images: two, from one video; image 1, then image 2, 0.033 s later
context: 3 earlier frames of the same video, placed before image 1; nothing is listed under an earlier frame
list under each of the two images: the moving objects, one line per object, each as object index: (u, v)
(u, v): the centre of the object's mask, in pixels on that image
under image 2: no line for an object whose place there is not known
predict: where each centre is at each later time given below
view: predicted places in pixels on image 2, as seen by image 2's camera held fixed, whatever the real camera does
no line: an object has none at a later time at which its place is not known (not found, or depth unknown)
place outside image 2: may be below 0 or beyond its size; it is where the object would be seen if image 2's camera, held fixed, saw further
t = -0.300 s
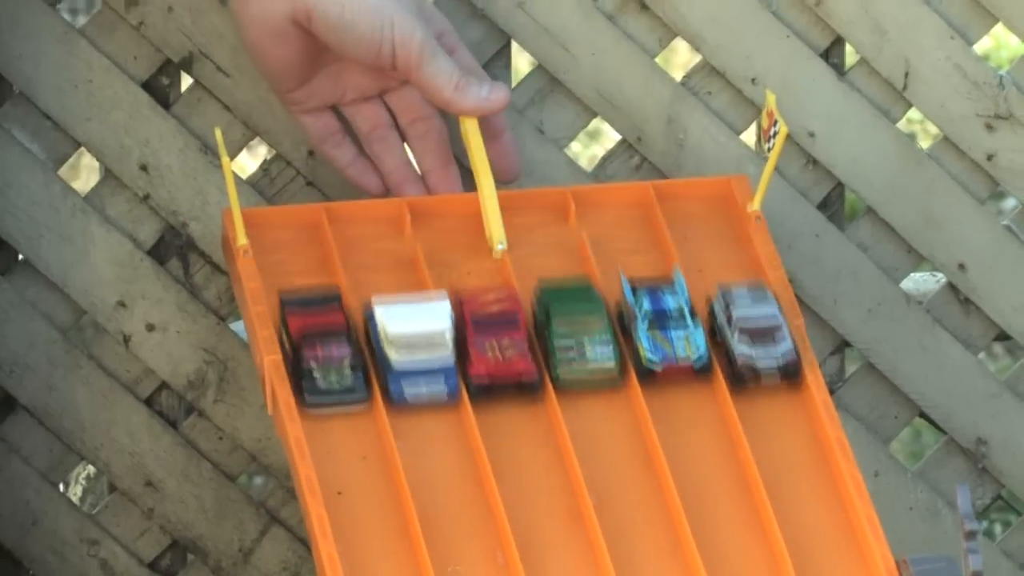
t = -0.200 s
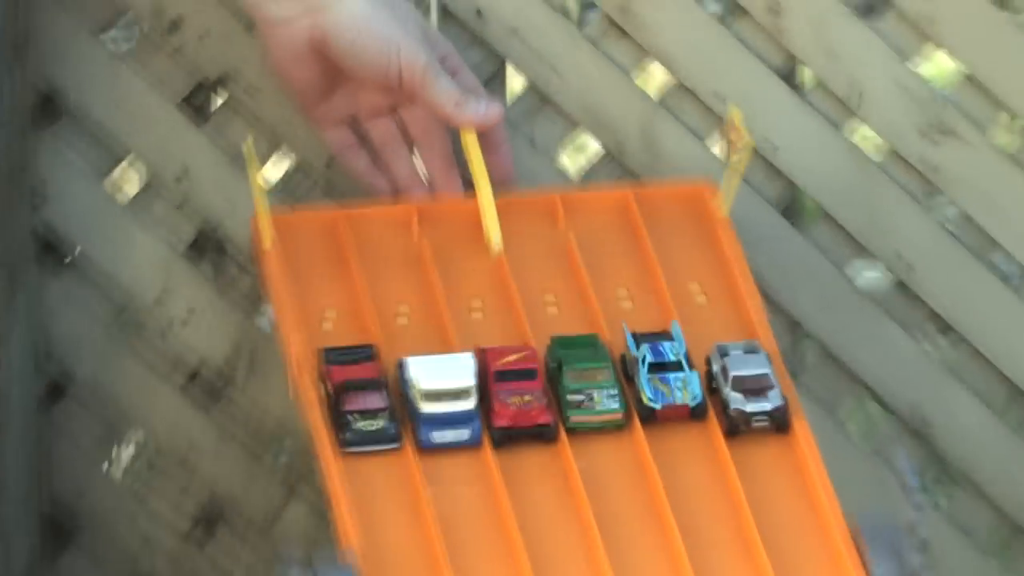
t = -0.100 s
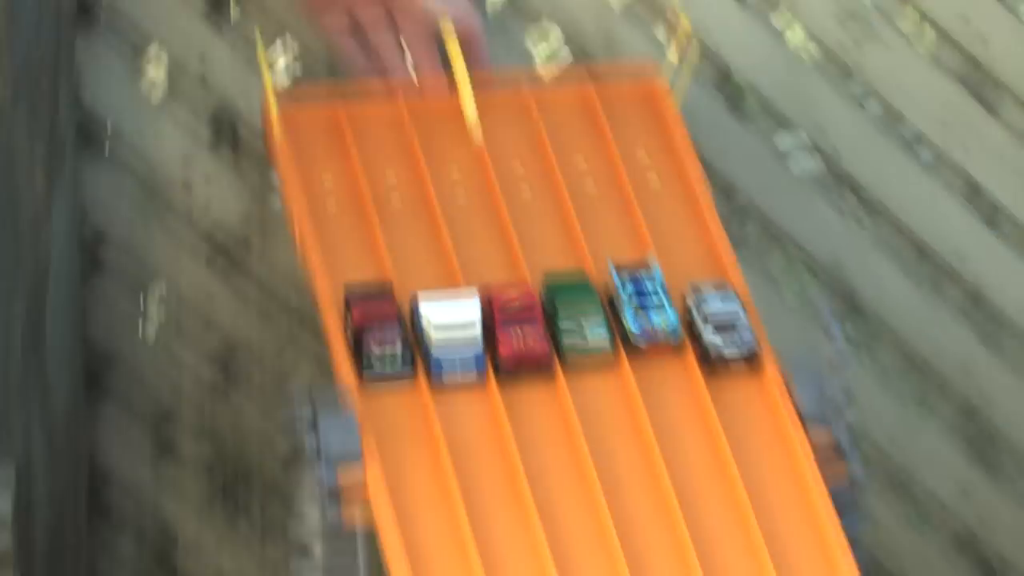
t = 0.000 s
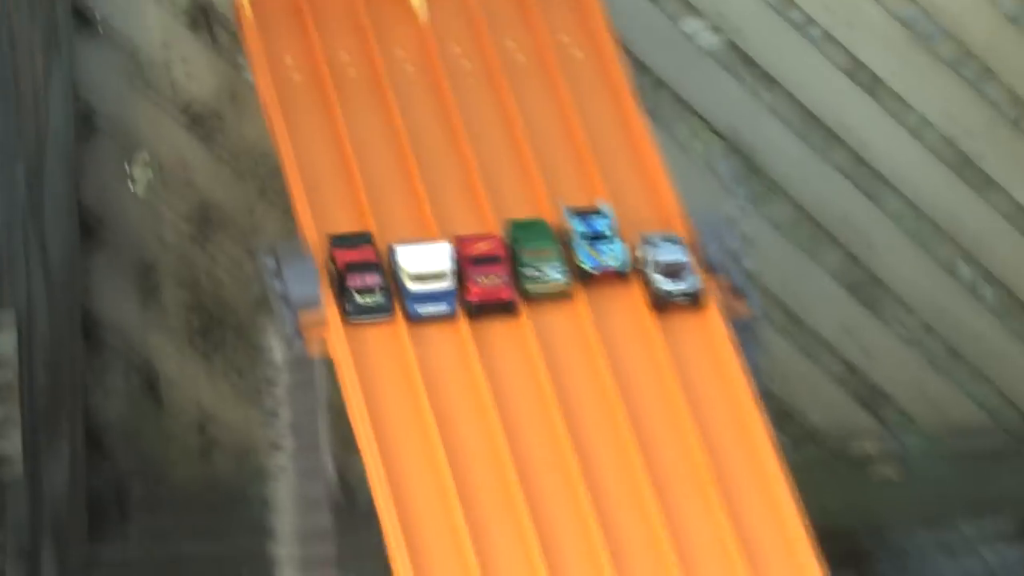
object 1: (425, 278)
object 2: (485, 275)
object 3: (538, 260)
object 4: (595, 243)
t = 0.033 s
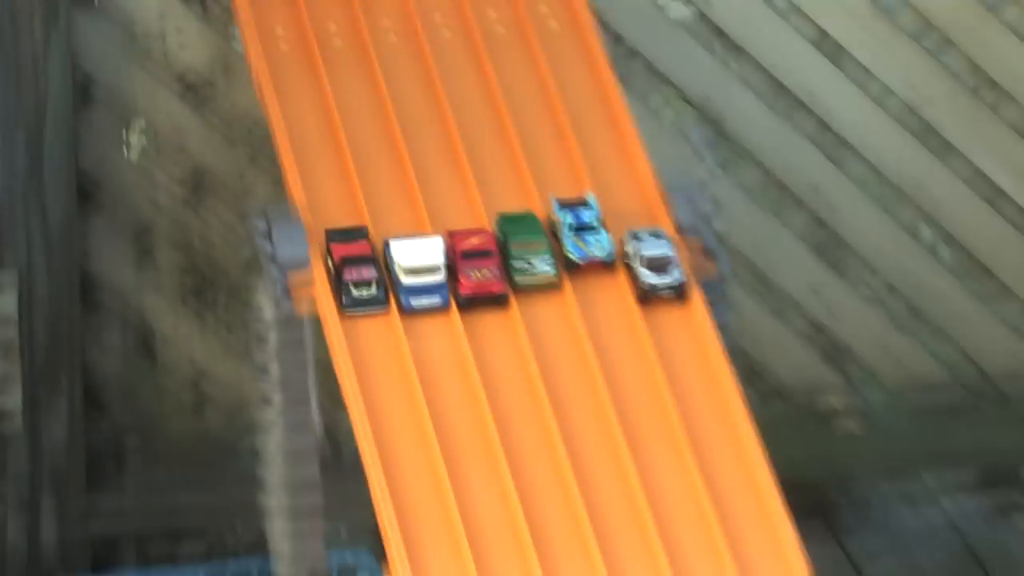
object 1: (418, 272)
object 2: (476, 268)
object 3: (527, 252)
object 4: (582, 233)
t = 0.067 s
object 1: (426, 309)
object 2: (486, 305)
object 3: (538, 285)
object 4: (595, 264)
